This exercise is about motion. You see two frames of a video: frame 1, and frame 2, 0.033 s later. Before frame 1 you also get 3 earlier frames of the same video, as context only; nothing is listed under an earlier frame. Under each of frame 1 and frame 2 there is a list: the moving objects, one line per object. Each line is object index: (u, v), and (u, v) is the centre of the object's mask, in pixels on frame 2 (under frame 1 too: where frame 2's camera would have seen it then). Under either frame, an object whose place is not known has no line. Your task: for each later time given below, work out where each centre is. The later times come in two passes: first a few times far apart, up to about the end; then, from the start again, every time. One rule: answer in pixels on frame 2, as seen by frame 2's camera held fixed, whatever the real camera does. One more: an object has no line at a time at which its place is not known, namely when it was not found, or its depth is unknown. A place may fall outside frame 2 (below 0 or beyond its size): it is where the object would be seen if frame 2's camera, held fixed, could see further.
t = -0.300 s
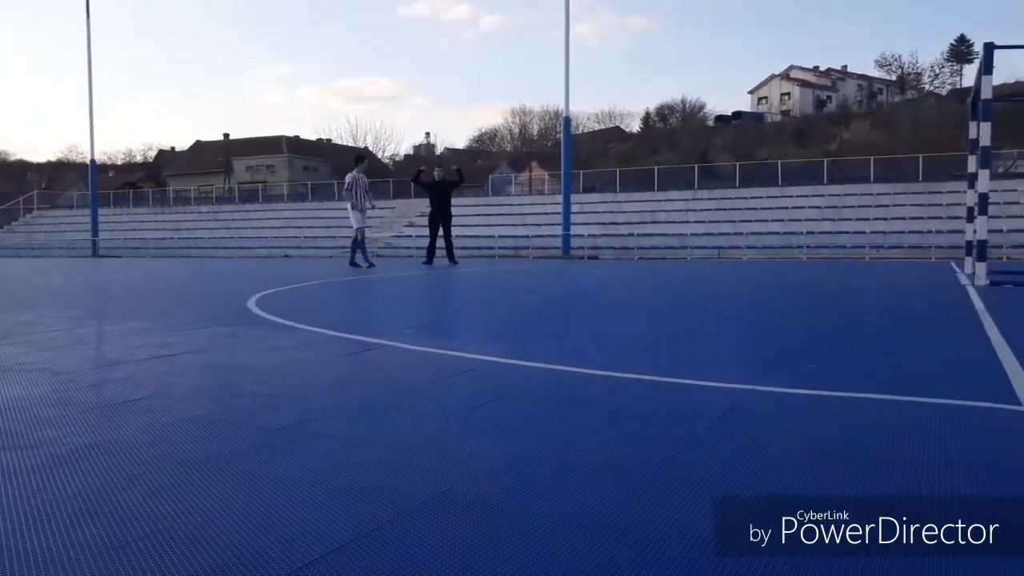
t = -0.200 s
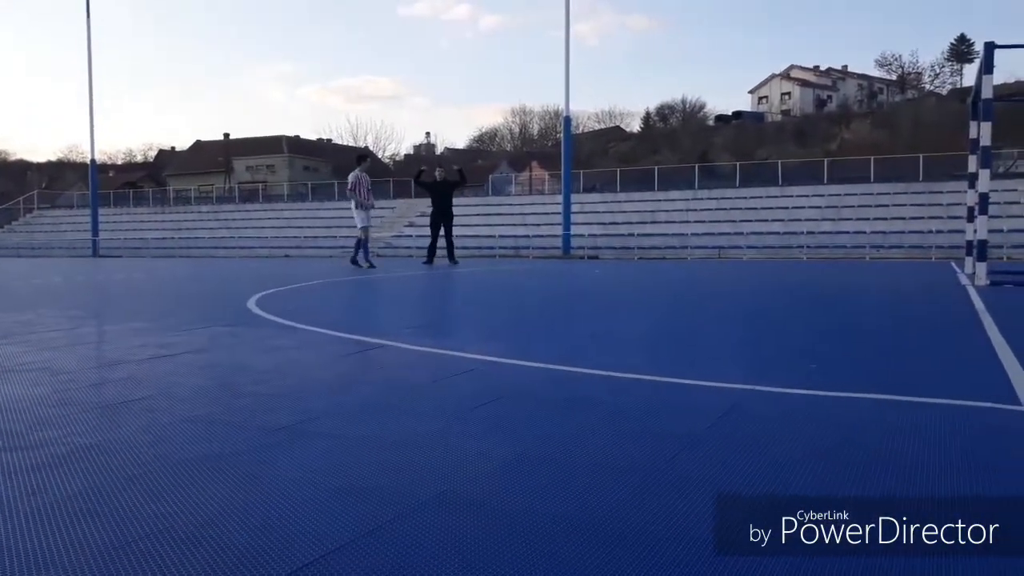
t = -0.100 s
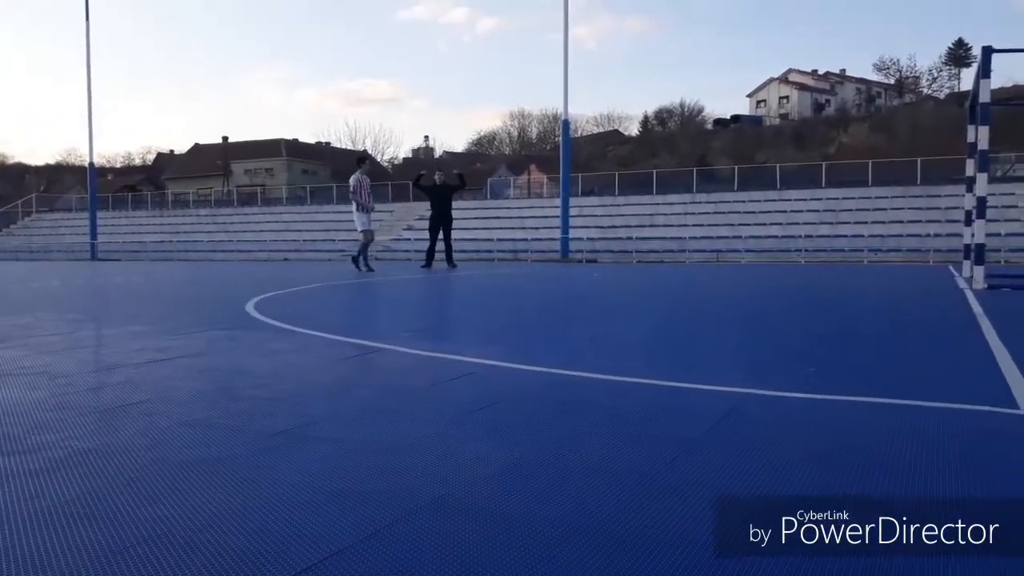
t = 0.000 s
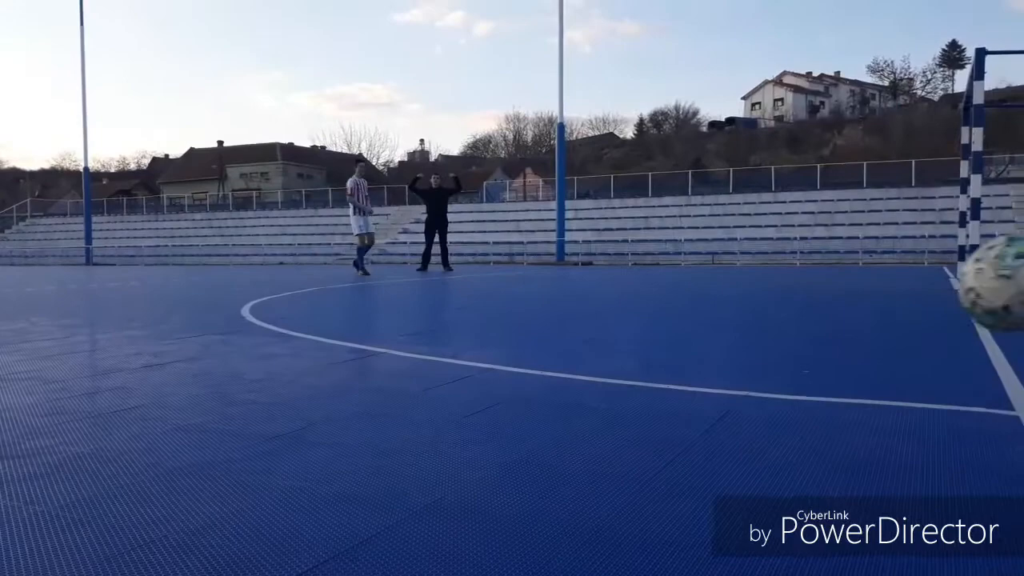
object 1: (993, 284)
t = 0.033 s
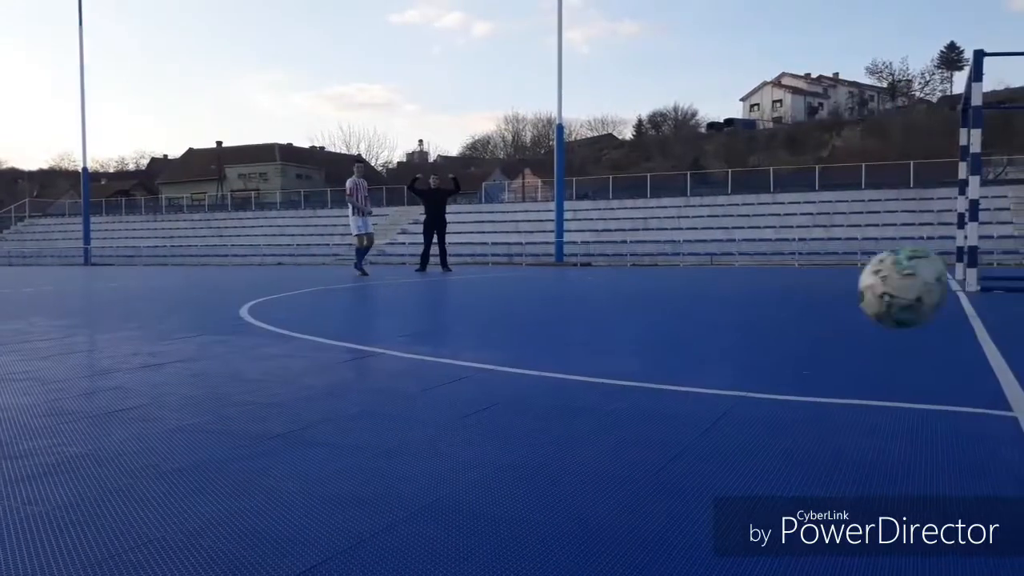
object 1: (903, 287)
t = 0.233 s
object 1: (641, 291)
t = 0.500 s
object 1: (530, 287)
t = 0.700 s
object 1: (497, 265)
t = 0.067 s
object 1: (824, 293)
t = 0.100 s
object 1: (764, 302)
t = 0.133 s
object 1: (719, 311)
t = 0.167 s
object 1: (683, 320)
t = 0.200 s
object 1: (660, 303)
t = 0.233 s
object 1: (641, 291)
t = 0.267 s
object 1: (623, 281)
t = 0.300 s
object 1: (608, 274)
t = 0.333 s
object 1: (594, 271)
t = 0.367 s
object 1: (581, 270)
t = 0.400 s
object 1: (569, 269)
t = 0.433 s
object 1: (558, 272)
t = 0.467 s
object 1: (539, 280)
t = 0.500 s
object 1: (530, 287)
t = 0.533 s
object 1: (524, 282)
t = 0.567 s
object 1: (519, 275)
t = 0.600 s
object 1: (513, 270)
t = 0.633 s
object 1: (506, 268)
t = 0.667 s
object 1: (503, 265)
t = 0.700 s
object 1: (497, 265)
